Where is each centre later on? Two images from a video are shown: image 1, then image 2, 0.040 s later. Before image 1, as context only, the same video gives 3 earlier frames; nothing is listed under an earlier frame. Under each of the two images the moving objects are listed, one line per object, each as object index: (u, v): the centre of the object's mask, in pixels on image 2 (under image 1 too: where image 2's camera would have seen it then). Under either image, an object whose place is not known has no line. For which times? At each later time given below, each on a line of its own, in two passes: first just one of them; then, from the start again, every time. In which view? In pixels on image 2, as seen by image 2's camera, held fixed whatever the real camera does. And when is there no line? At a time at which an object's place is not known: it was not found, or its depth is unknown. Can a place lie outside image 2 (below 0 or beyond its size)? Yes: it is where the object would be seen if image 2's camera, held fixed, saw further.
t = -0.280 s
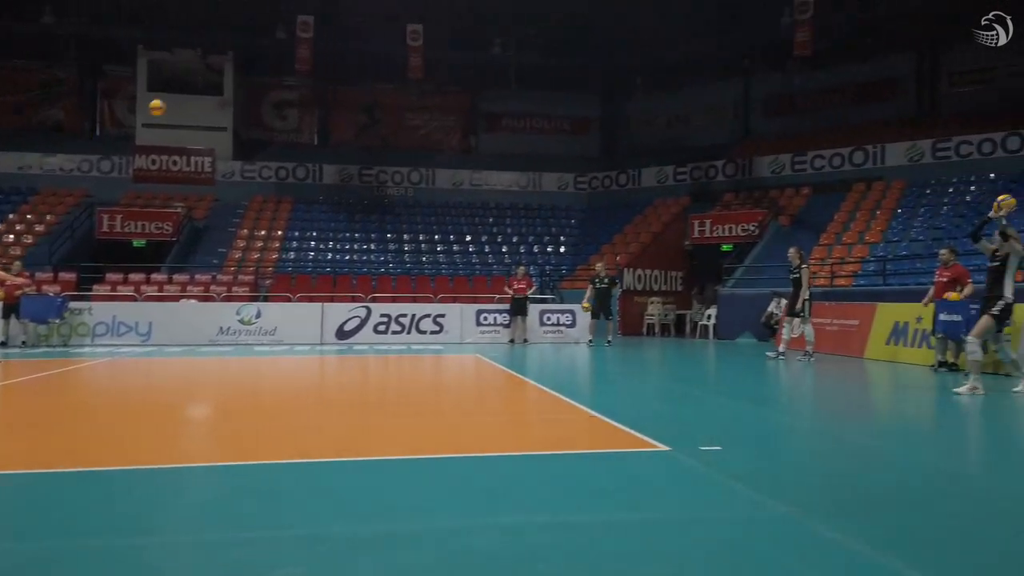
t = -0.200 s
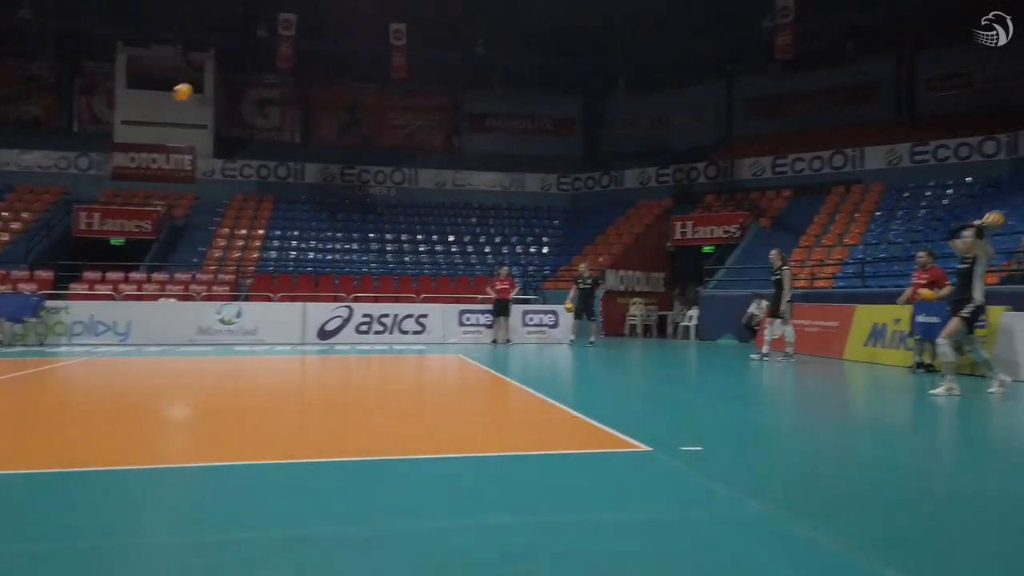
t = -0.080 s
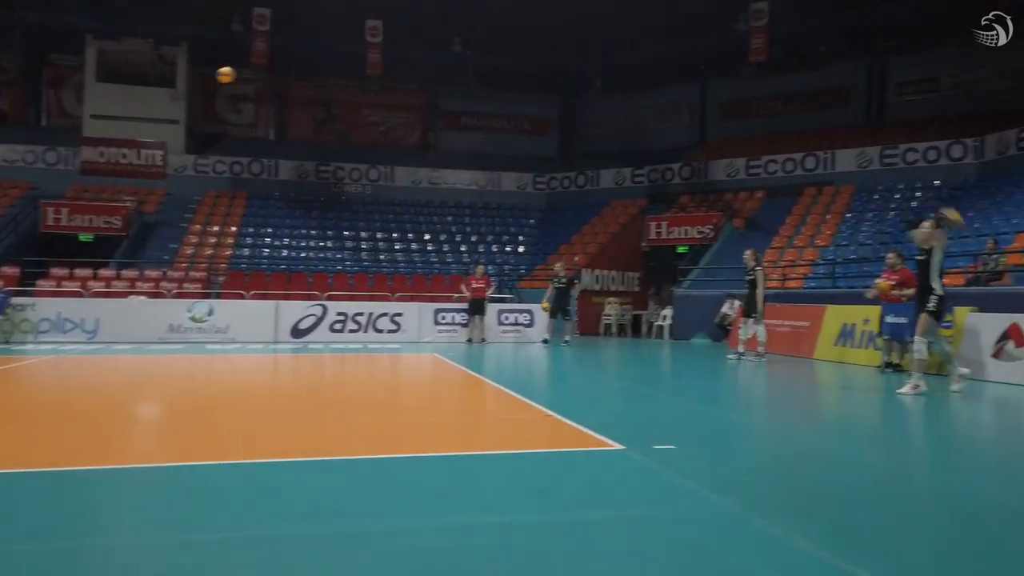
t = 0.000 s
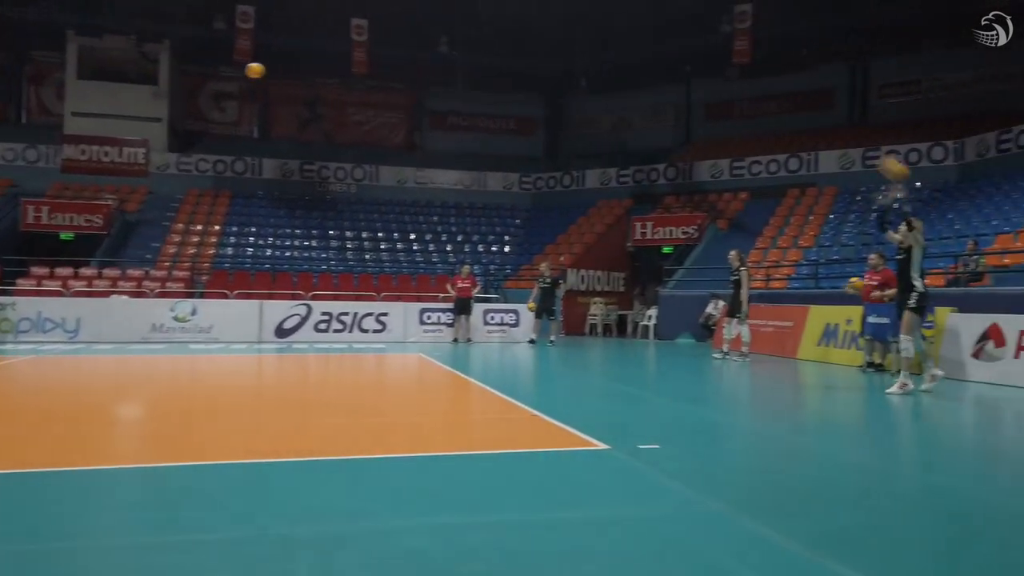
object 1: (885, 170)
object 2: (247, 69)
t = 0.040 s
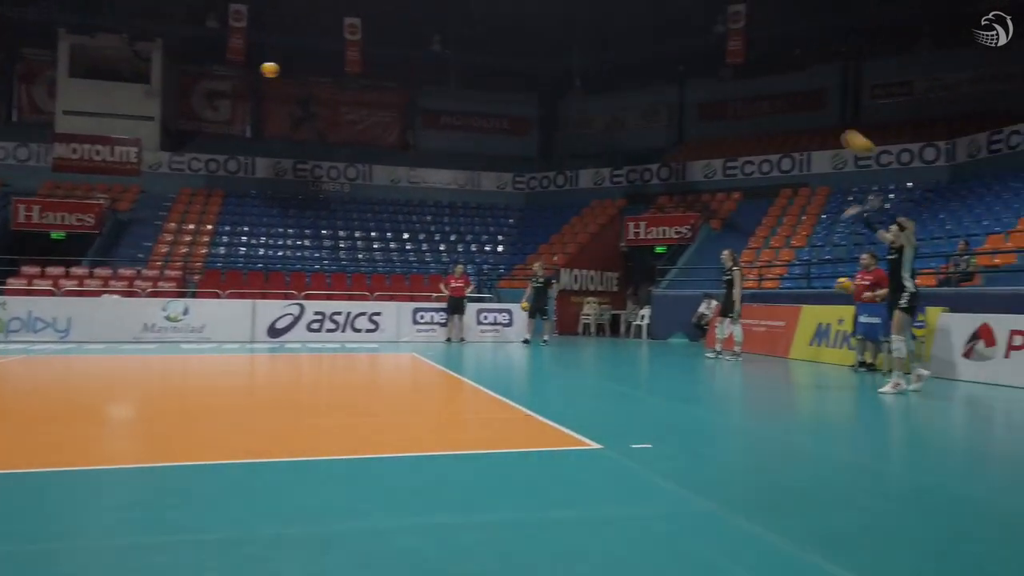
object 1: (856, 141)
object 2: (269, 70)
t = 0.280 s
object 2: (389, 91)
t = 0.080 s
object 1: (830, 119)
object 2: (291, 71)
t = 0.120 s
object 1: (803, 96)
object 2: (311, 74)
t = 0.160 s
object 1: (774, 73)
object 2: (331, 77)
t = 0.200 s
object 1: (746, 52)
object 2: (351, 81)
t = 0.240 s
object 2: (370, 86)
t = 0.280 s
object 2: (389, 91)
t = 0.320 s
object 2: (407, 98)
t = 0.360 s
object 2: (427, 105)
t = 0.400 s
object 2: (443, 113)
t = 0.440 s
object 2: (460, 122)
